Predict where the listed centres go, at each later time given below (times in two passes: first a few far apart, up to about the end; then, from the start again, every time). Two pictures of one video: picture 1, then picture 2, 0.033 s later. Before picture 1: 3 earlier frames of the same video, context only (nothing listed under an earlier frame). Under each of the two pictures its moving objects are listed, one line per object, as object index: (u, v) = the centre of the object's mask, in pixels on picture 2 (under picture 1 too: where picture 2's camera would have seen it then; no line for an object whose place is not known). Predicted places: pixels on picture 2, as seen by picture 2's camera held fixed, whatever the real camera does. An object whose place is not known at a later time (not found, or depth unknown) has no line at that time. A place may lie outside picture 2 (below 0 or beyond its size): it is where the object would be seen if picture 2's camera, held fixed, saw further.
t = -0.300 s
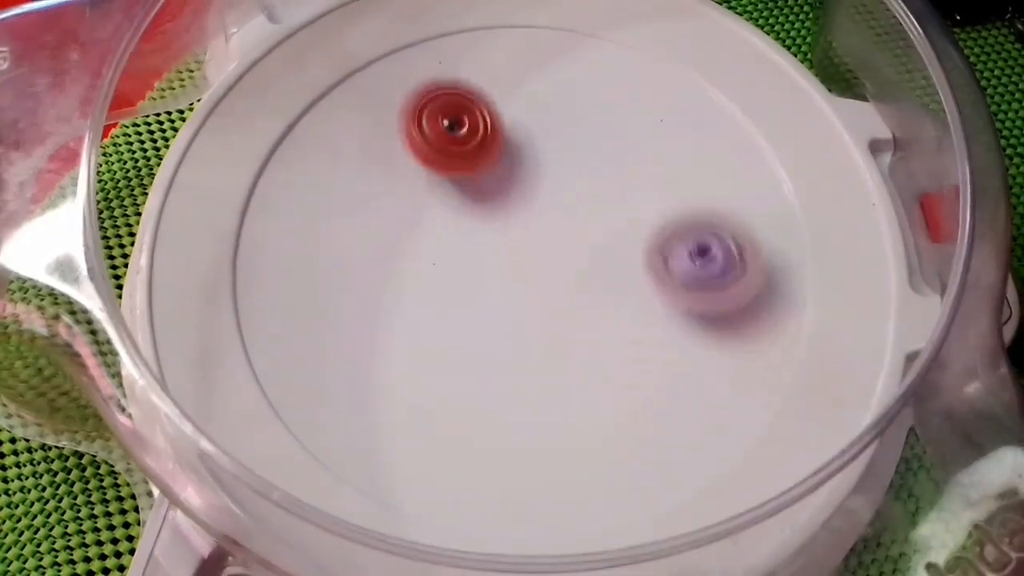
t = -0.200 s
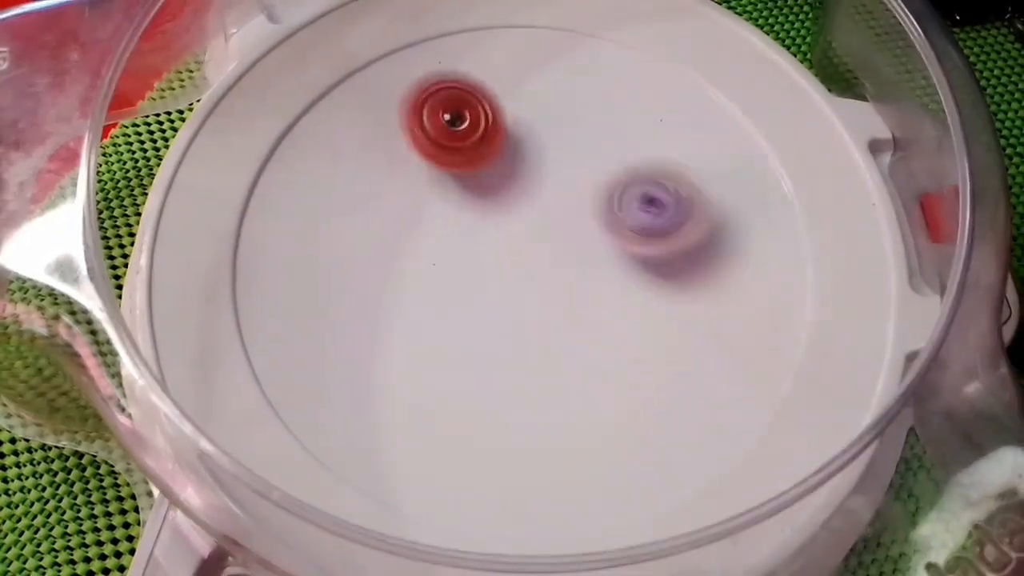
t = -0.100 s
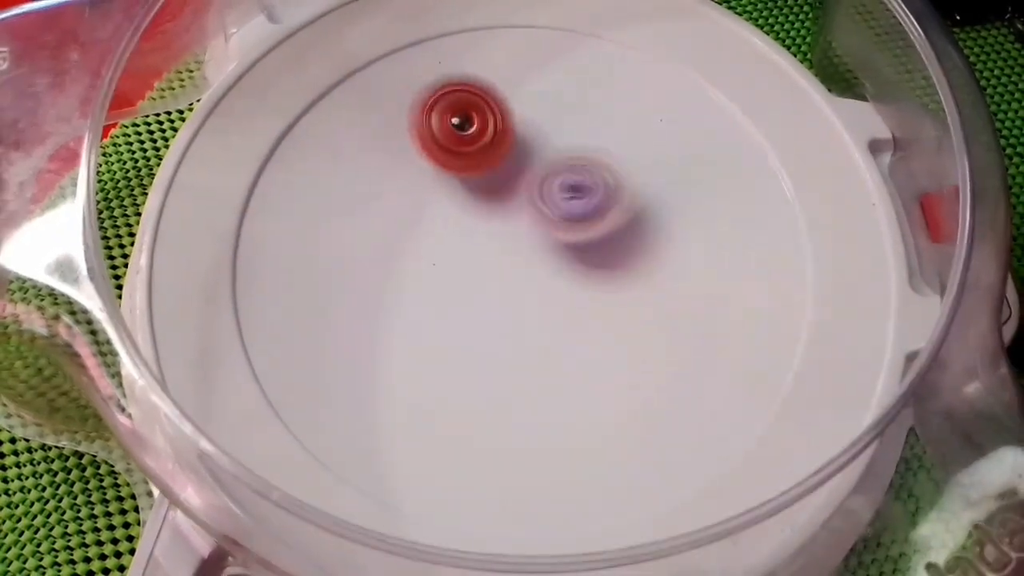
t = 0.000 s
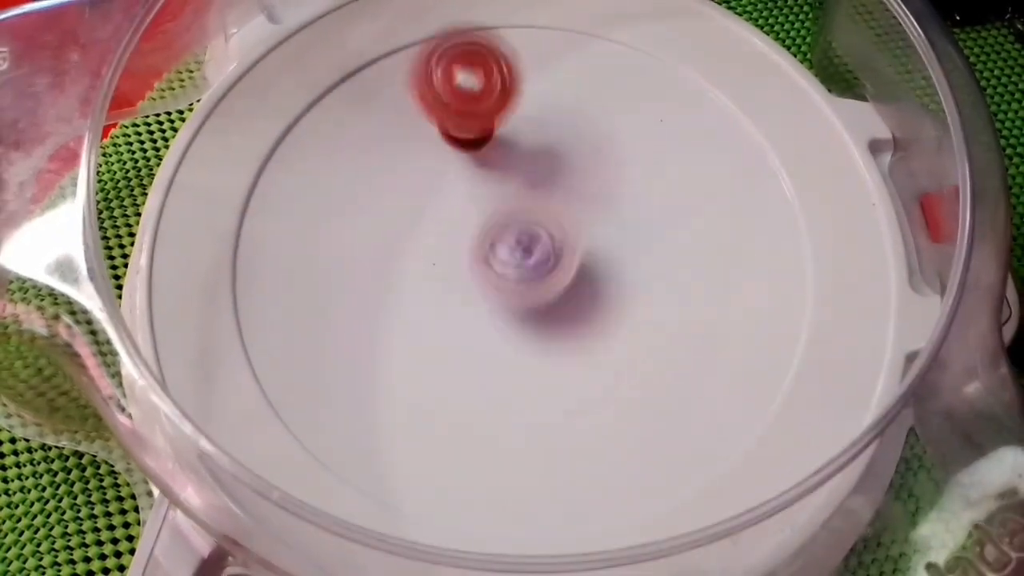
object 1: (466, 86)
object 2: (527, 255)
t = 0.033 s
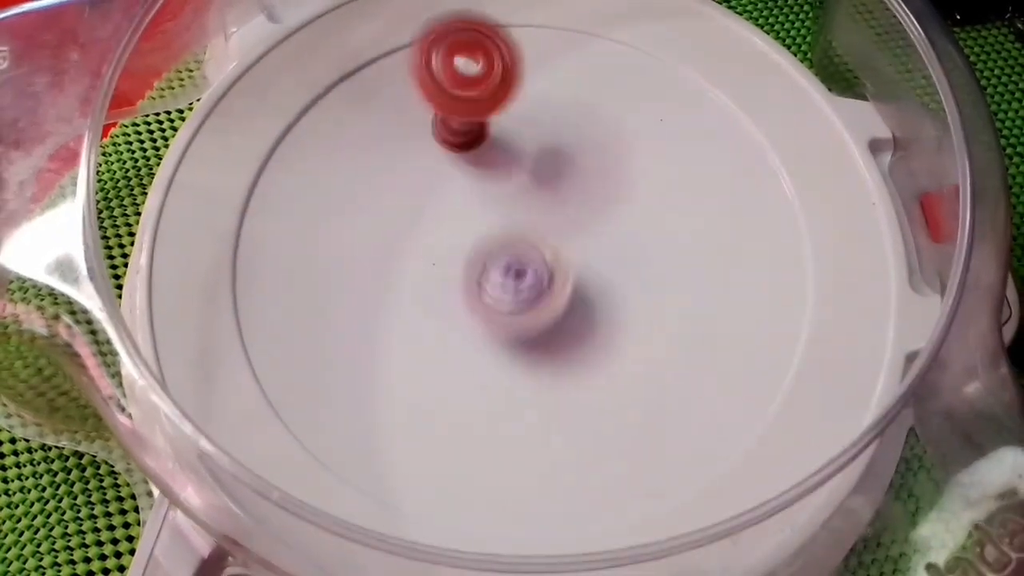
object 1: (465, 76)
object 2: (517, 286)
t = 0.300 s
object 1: (536, 290)
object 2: (573, 431)
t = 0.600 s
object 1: (417, 70)
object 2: (603, 407)
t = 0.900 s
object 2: (478, 349)
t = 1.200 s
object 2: (438, 201)
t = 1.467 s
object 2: (353, 162)
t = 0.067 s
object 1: (467, 77)
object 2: (514, 309)
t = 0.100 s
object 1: (471, 93)
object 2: (513, 332)
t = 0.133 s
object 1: (474, 115)
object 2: (516, 353)
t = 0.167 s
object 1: (480, 119)
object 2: (521, 375)
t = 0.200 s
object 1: (497, 168)
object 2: (530, 395)
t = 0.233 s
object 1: (508, 224)
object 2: (542, 410)
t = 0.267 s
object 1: (522, 275)
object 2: (557, 424)
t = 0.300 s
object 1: (536, 290)
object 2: (573, 431)
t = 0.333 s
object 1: (551, 313)
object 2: (589, 435)
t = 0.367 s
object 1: (589, 240)
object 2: (607, 477)
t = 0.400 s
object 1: (612, 132)
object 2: (611, 486)
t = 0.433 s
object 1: (625, 34)
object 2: (615, 484)
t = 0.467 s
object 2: (617, 474)
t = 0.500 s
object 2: (617, 457)
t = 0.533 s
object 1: (557, 6)
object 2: (611, 438)
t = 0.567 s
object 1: (482, 22)
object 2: (606, 420)
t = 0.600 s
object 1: (417, 70)
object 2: (603, 407)
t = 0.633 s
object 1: (353, 134)
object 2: (597, 398)
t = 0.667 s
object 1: (303, 189)
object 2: (588, 388)
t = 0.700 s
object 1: (255, 266)
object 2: (576, 383)
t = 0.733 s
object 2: (561, 378)
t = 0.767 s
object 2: (545, 371)
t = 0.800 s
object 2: (528, 366)
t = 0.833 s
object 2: (511, 362)
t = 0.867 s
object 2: (494, 356)
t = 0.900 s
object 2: (478, 349)
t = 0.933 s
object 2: (478, 332)
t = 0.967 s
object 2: (486, 315)
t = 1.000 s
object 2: (494, 299)
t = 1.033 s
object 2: (497, 281)
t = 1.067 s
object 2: (494, 265)
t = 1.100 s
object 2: (482, 249)
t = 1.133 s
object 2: (466, 230)
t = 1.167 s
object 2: (453, 215)
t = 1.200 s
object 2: (438, 201)
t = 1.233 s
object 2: (424, 191)
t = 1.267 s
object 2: (410, 183)
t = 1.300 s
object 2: (399, 176)
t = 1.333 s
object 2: (386, 168)
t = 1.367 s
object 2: (377, 163)
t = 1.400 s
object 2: (365, 158)
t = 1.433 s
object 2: (356, 158)
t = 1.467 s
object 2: (353, 162)
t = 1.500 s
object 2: (356, 166)
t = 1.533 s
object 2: (363, 172)
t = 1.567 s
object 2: (375, 180)
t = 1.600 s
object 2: (390, 186)
